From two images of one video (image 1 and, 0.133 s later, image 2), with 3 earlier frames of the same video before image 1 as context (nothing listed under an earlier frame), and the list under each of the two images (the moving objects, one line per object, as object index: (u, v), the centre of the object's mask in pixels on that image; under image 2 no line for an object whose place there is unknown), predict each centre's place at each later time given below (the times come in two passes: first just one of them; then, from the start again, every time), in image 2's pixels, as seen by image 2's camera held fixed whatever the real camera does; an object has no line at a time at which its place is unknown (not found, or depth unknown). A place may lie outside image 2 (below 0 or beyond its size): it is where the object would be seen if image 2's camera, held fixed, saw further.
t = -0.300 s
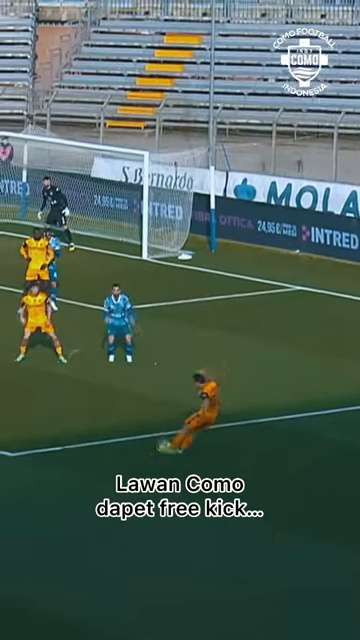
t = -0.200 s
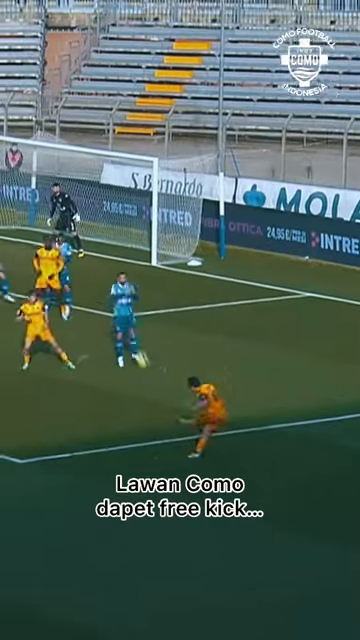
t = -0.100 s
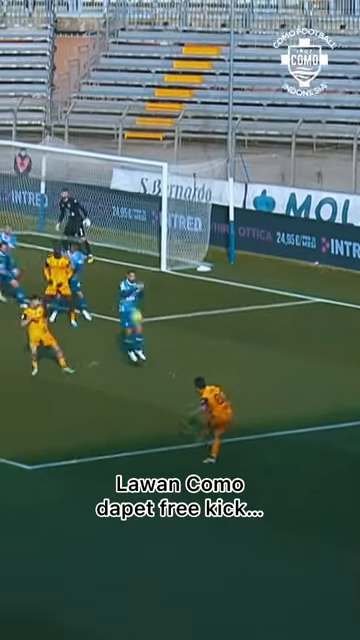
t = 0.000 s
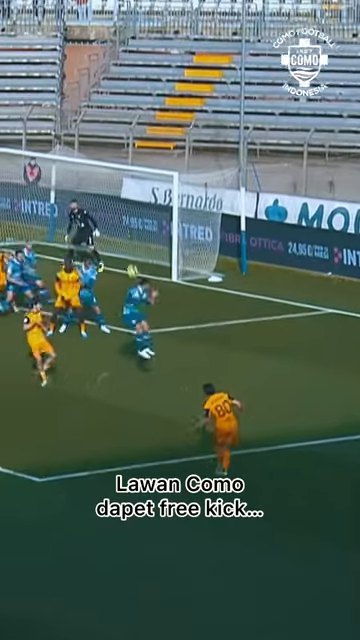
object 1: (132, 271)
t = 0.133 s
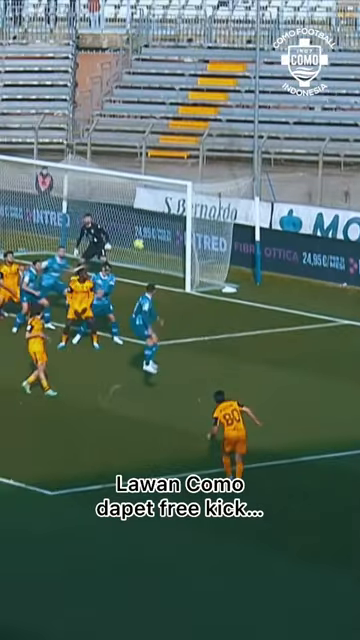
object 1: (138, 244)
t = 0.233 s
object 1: (139, 226)
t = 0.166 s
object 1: (138, 235)
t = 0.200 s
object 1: (138, 229)
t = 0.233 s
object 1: (139, 226)
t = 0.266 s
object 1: (139, 226)
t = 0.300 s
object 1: (140, 219)
